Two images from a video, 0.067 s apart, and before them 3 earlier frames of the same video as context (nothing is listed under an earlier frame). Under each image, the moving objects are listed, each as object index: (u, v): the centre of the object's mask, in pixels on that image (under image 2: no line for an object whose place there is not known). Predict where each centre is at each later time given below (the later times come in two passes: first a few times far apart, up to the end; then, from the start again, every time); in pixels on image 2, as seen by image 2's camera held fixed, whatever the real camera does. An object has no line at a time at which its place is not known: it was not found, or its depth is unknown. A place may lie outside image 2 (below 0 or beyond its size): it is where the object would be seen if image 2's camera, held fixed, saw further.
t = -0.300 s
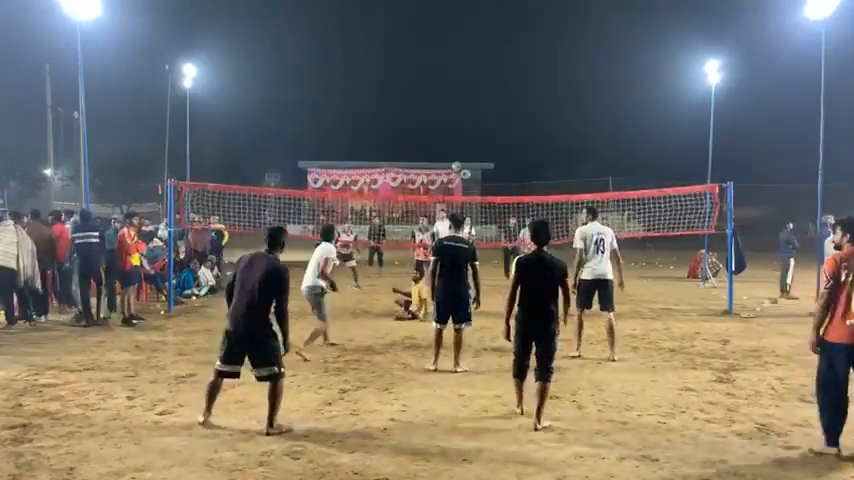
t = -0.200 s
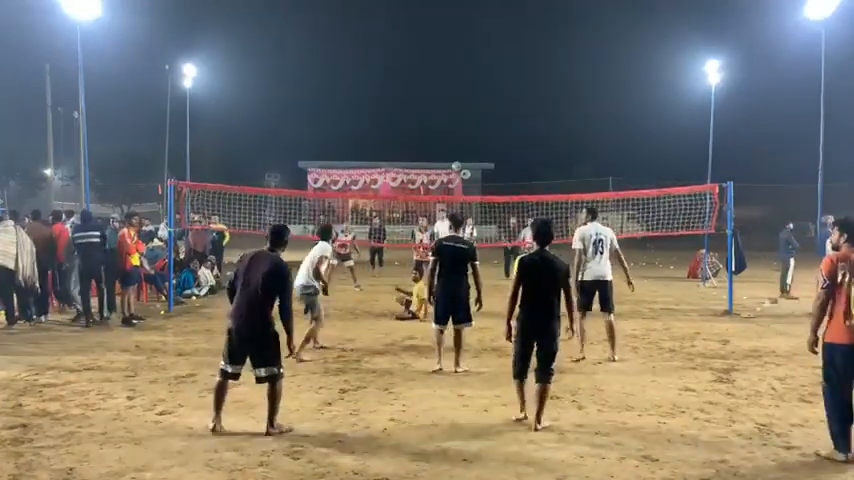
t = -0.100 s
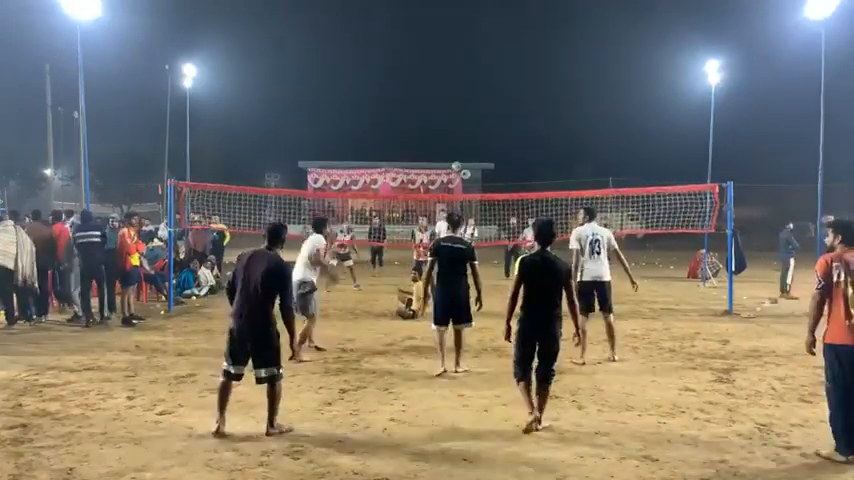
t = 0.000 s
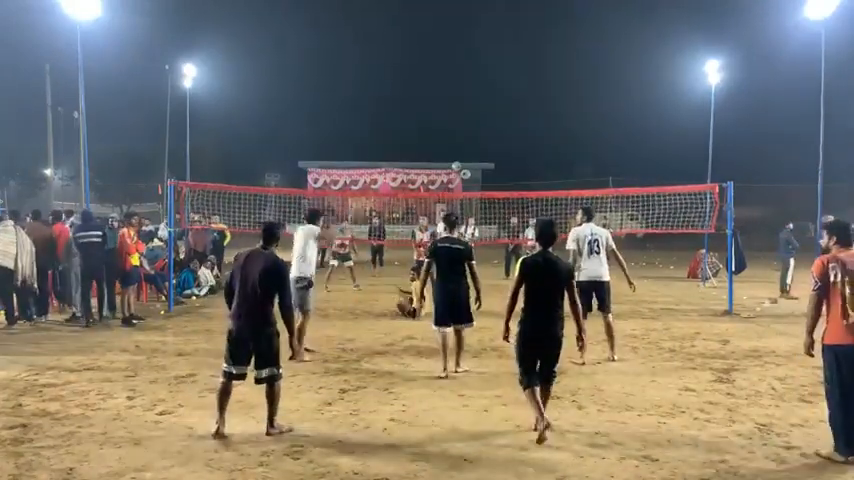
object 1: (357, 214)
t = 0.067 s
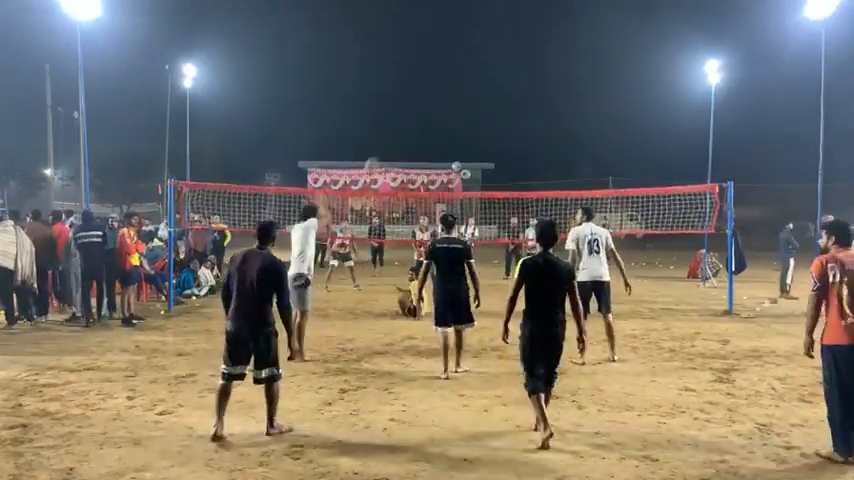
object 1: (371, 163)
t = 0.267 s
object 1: (406, 74)
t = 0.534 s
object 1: (443, 16)
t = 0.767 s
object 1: (467, 9)
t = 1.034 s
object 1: (489, 33)
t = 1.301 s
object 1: (506, 82)
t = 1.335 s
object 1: (508, 89)
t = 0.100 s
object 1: (377, 149)
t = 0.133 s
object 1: (384, 130)
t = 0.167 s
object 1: (390, 113)
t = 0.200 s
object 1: (395, 99)
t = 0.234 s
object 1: (401, 86)
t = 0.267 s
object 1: (406, 74)
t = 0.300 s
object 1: (412, 63)
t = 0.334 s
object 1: (417, 53)
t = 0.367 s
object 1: (421, 44)
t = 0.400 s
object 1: (426, 37)
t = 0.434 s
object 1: (430, 30)
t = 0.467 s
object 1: (435, 25)
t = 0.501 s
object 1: (439, 20)
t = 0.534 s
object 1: (443, 16)
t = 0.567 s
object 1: (447, 13)
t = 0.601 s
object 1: (450, 10)
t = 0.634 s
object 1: (454, 9)
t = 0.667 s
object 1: (458, 7)
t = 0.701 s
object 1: (461, 7)
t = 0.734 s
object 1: (464, 7)
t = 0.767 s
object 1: (467, 9)
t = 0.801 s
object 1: (470, 10)
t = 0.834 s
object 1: (474, 12)
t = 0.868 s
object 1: (476, 14)
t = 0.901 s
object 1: (479, 17)
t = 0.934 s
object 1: (482, 20)
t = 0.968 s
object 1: (484, 24)
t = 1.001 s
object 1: (487, 28)
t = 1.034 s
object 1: (489, 33)
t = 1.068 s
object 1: (491, 38)
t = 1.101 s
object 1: (494, 43)
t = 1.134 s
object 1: (496, 49)
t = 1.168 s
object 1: (498, 54)
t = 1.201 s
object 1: (500, 61)
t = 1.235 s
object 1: (502, 68)
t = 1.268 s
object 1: (504, 75)
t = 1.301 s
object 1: (506, 82)
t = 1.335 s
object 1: (508, 89)
